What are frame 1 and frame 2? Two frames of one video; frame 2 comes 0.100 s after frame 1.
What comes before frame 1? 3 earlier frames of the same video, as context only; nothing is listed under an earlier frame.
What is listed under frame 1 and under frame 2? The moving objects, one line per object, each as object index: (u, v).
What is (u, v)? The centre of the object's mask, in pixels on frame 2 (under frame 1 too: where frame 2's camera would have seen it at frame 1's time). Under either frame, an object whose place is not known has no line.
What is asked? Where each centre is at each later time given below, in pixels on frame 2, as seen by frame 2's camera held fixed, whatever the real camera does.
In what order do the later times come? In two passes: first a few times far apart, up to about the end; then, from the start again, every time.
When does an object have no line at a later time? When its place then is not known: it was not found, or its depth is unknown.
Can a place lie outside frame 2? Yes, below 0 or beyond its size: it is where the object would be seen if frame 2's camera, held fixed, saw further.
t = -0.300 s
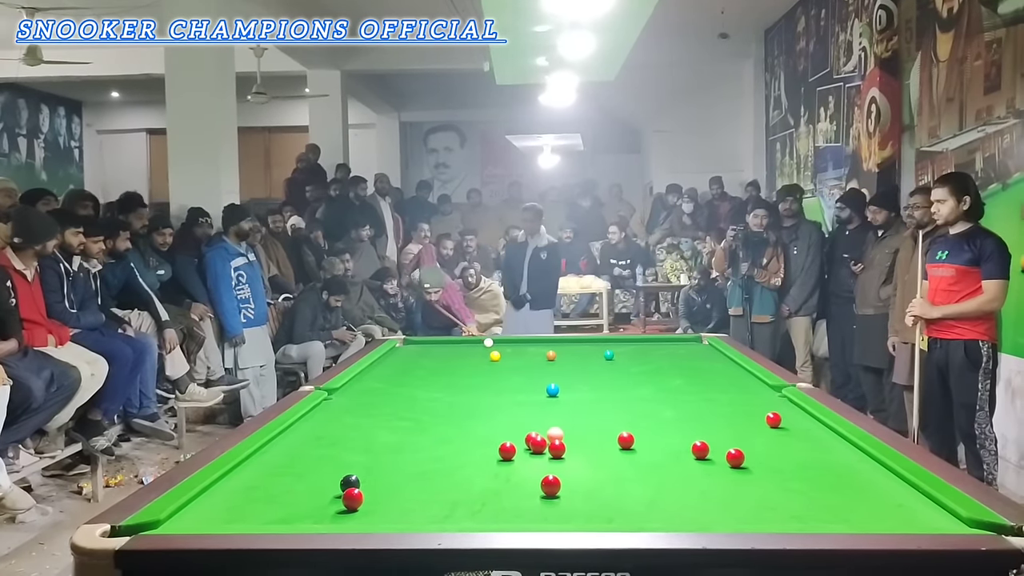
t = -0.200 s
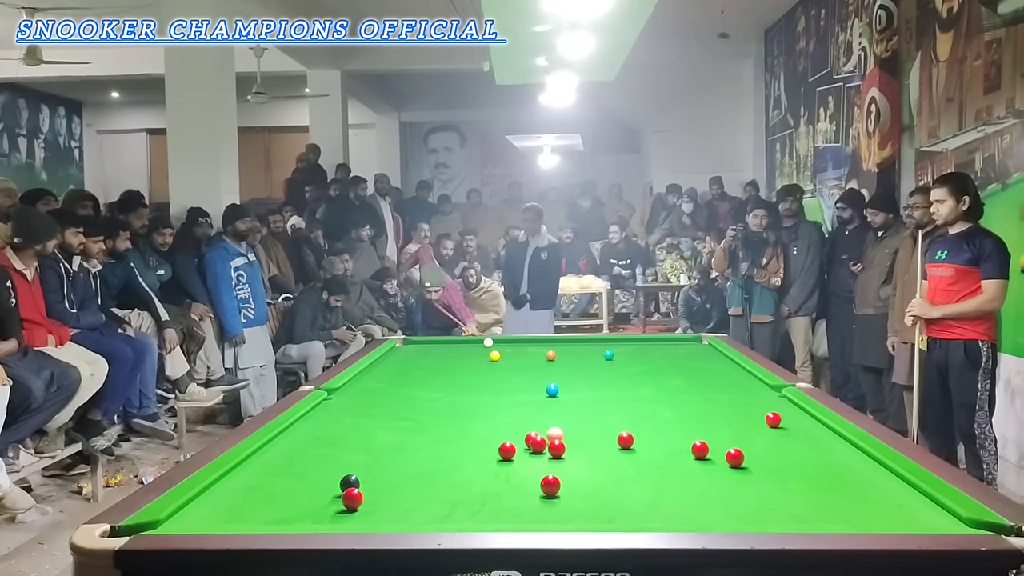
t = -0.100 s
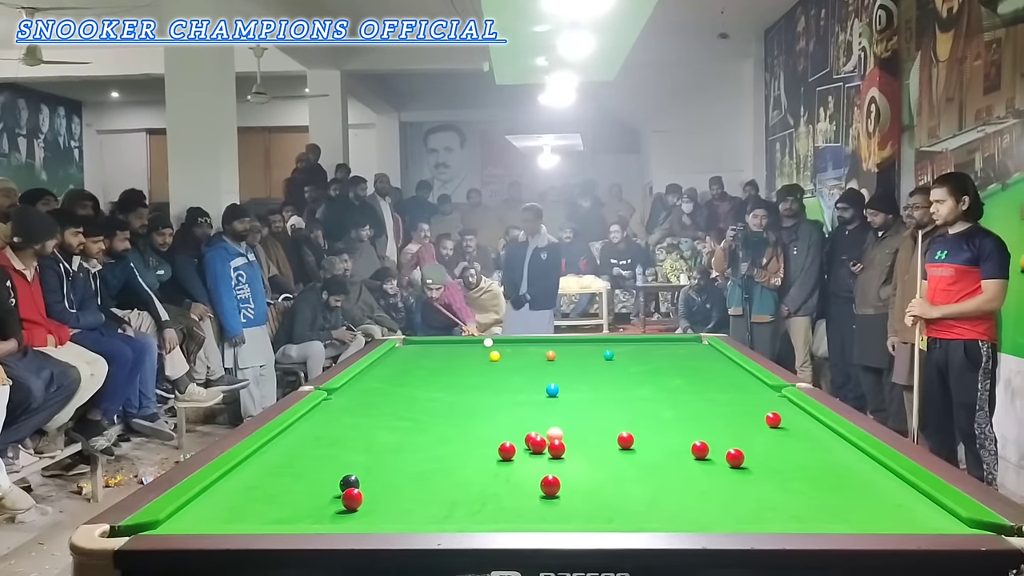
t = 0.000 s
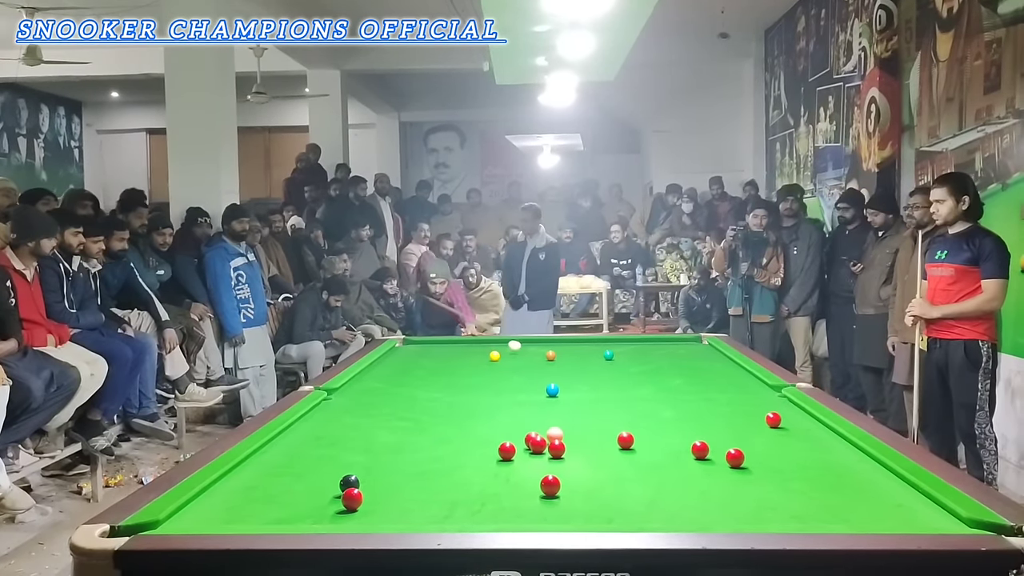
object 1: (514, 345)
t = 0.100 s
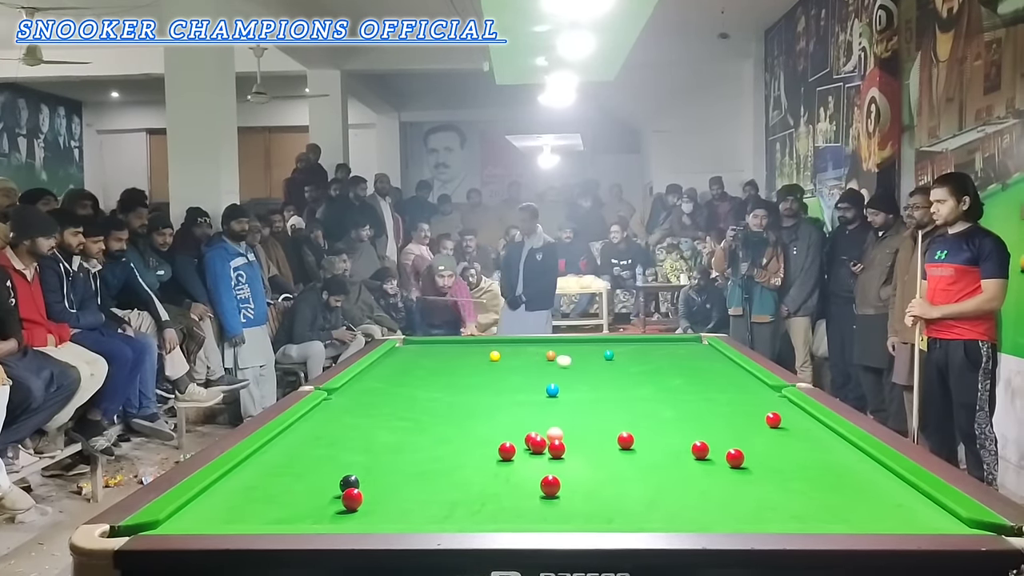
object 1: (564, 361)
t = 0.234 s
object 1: (646, 384)
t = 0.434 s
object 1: (785, 415)
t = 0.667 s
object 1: (763, 408)
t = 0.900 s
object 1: (714, 398)
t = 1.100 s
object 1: (677, 391)
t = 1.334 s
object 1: (638, 384)
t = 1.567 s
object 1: (605, 377)
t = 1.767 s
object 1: (579, 373)
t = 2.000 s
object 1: (552, 367)
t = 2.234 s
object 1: (528, 363)
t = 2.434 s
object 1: (510, 359)
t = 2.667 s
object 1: (491, 357)
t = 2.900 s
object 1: (475, 356)
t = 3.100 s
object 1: (462, 356)
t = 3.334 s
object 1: (449, 355)
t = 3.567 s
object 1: (438, 355)
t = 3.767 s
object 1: (429, 355)
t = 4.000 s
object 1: (419, 354)
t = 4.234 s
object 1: (411, 354)
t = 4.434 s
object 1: (405, 354)
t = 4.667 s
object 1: (399, 354)
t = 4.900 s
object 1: (395, 354)
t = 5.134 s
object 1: (391, 354)
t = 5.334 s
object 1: (388, 354)
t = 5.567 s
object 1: (389, 353)
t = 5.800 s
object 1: (388, 353)
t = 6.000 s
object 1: (388, 353)
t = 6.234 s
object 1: (388, 353)
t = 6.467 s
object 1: (388, 353)
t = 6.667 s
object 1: (388, 353)
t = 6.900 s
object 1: (388, 353)
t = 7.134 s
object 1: (388, 353)
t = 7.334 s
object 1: (388, 353)
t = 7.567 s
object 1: (388, 354)
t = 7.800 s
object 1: (388, 353)
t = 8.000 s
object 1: (388, 354)
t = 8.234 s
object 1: (388, 353)
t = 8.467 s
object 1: (388, 353)
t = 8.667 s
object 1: (388, 353)
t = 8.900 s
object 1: (388, 353)
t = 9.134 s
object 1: (388, 353)
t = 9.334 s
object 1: (388, 353)
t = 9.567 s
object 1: (388, 353)
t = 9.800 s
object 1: (388, 353)
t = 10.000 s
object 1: (388, 353)
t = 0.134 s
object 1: (582, 365)
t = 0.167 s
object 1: (602, 372)
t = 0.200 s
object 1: (623, 377)
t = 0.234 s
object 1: (646, 384)
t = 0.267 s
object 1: (670, 390)
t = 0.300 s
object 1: (696, 397)
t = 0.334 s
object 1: (723, 403)
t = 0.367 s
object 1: (754, 412)
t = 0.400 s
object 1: (773, 415)
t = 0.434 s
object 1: (785, 415)
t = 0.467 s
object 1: (797, 415)
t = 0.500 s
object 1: (806, 415)
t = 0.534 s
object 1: (797, 413)
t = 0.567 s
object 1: (787, 412)
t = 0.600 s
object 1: (779, 410)
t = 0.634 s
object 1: (771, 409)
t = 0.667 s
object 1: (763, 408)
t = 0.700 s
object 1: (756, 406)
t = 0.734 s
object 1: (748, 405)
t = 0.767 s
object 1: (741, 403)
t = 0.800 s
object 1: (734, 402)
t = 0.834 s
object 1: (727, 401)
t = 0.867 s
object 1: (720, 400)
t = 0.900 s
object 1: (714, 398)
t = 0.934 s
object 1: (707, 397)
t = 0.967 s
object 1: (701, 396)
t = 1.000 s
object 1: (695, 395)
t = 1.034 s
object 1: (689, 393)
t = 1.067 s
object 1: (683, 392)
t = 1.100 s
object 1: (677, 391)
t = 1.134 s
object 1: (671, 390)
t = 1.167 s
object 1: (665, 389)
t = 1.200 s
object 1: (660, 388)
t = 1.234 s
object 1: (654, 387)
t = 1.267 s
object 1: (649, 386)
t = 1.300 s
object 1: (644, 385)
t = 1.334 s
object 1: (638, 384)
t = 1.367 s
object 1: (633, 383)
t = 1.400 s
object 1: (628, 382)
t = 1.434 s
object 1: (624, 381)
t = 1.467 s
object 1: (619, 380)
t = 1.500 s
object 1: (614, 379)
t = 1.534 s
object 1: (609, 378)
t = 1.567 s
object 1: (605, 377)
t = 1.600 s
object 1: (600, 376)
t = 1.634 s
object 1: (596, 375)
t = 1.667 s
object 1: (592, 375)
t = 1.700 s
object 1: (587, 374)
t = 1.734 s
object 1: (583, 373)
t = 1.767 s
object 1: (579, 373)
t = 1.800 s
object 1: (575, 372)
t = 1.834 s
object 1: (571, 371)
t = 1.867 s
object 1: (567, 370)
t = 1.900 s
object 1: (563, 370)
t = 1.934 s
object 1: (560, 369)
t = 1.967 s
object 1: (556, 368)
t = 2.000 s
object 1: (552, 367)
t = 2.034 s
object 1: (549, 367)
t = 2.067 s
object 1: (545, 366)
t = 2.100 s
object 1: (542, 365)
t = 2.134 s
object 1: (538, 365)
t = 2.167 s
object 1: (534, 364)
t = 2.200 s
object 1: (531, 364)
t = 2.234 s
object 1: (528, 363)
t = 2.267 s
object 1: (525, 362)
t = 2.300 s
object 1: (522, 362)
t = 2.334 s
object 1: (519, 361)
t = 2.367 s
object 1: (516, 361)
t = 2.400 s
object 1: (512, 360)
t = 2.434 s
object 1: (510, 359)
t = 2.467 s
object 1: (507, 359)
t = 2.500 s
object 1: (504, 359)
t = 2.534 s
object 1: (501, 358)
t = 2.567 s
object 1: (498, 357)
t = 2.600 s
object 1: (495, 356)
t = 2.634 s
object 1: (494, 356)
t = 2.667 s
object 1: (491, 357)
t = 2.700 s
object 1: (489, 357)
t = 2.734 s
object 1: (486, 357)
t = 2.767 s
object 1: (484, 357)
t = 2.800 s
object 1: (482, 356)
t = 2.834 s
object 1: (479, 356)
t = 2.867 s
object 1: (477, 356)
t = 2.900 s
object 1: (475, 356)
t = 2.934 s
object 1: (473, 356)
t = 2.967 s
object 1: (471, 356)
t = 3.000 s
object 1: (468, 356)
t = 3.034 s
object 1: (466, 356)
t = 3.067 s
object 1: (464, 356)
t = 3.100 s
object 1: (462, 356)
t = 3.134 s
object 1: (460, 356)
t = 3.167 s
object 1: (459, 355)
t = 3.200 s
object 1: (457, 356)
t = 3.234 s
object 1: (455, 356)
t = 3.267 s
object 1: (453, 355)
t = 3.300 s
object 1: (451, 355)
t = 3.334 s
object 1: (449, 355)
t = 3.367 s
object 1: (447, 355)
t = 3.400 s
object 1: (446, 355)
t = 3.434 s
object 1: (444, 355)
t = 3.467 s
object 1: (442, 355)
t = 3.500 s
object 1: (441, 355)
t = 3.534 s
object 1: (439, 355)
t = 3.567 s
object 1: (438, 355)
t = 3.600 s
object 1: (436, 355)
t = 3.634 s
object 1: (434, 355)
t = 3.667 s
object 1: (433, 355)
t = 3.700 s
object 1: (431, 355)
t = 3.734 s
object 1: (430, 355)
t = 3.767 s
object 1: (429, 355)
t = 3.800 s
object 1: (427, 355)
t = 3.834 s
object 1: (426, 355)
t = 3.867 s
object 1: (424, 355)
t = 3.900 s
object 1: (423, 354)
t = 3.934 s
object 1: (422, 354)
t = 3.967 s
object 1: (420, 354)
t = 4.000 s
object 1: (419, 354)
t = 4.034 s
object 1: (418, 354)
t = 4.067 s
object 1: (417, 354)
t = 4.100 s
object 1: (416, 354)
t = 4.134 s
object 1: (415, 354)
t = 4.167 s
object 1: (413, 354)
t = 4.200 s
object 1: (412, 354)
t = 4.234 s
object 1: (411, 354)
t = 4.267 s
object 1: (410, 354)
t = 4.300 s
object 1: (409, 354)
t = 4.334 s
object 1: (408, 354)
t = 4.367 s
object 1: (407, 354)
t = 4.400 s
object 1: (406, 354)
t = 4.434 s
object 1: (405, 354)
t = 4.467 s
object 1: (404, 354)
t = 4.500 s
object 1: (403, 354)
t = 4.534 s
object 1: (403, 354)
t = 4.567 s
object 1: (402, 354)
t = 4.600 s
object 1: (401, 354)
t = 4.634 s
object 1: (400, 354)
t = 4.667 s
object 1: (399, 354)
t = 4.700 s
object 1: (399, 354)
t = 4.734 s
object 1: (398, 354)
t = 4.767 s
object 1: (397, 354)
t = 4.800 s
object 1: (397, 354)
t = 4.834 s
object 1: (396, 354)
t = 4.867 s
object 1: (395, 354)
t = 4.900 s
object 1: (395, 354)
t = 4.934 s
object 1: (394, 354)
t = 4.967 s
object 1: (393, 354)
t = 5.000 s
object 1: (393, 354)
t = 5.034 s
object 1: (393, 354)
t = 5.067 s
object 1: (392, 354)
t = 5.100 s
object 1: (392, 354)
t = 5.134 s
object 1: (391, 354)
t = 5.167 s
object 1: (390, 353)
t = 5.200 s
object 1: (390, 353)
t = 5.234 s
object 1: (390, 353)
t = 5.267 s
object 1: (389, 354)
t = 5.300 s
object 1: (389, 353)
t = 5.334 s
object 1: (388, 354)
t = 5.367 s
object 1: (388, 353)
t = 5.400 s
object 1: (388, 353)
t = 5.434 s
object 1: (388, 353)
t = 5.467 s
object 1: (388, 353)
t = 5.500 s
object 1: (388, 353)
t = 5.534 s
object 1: (388, 353)
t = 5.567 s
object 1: (389, 353)
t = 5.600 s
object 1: (389, 353)
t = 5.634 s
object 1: (389, 353)
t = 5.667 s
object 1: (389, 353)
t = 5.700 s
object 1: (389, 353)
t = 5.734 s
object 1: (389, 353)
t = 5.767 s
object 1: (389, 353)
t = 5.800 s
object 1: (388, 353)
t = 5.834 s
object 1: (388, 353)
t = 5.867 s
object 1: (388, 353)
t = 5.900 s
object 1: (388, 353)
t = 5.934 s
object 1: (388, 353)
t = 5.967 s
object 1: (388, 353)
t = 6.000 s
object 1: (388, 353)
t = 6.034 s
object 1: (388, 353)
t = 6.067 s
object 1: (388, 353)
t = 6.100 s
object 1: (388, 353)
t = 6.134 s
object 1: (388, 353)
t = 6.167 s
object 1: (388, 353)
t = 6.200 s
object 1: (388, 353)
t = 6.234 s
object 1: (388, 353)
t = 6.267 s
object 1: (388, 353)
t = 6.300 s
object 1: (388, 353)
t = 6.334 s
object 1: (388, 353)
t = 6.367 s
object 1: (388, 353)
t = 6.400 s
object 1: (388, 353)
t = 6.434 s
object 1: (388, 353)
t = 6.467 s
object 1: (388, 353)
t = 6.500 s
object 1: (388, 353)
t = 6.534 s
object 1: (388, 353)
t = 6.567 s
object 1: (388, 353)
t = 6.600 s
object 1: (388, 353)
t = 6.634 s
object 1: (388, 353)
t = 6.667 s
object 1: (388, 353)
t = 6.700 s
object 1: (388, 353)
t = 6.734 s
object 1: (388, 353)
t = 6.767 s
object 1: (388, 353)
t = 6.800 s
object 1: (388, 353)
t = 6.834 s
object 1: (388, 353)
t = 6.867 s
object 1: (388, 353)
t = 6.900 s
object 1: (388, 353)
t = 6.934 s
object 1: (388, 353)
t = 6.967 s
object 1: (388, 353)
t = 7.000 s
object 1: (388, 353)
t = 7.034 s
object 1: (388, 353)
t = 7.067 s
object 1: (388, 353)
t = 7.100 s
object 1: (388, 353)
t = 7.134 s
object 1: (388, 353)
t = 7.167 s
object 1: (388, 353)
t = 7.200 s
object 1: (388, 353)
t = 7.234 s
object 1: (388, 353)
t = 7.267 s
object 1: (388, 353)
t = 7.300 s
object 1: (388, 354)
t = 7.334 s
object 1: (388, 353)
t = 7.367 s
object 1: (388, 354)
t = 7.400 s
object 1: (388, 354)
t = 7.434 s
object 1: (388, 354)
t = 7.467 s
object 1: (388, 353)
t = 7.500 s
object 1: (388, 354)
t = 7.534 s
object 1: (388, 354)
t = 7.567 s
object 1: (388, 354)
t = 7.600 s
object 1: (388, 353)
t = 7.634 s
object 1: (388, 353)
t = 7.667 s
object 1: (388, 354)
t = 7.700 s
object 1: (388, 353)
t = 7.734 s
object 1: (388, 354)
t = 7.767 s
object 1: (388, 353)
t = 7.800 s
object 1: (388, 353)
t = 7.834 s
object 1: (388, 353)
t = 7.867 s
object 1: (388, 353)
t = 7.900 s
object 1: (388, 353)
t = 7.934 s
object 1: (388, 353)
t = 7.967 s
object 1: (388, 353)
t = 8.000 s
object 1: (388, 354)
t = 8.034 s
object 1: (388, 354)
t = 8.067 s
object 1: (388, 353)
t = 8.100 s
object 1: (388, 353)
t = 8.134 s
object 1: (388, 353)
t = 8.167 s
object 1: (388, 353)
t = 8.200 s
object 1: (388, 353)
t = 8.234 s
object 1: (388, 353)
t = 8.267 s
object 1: (388, 353)
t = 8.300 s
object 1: (388, 353)
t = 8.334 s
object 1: (388, 353)
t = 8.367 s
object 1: (388, 353)
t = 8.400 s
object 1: (388, 353)
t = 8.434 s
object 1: (388, 353)
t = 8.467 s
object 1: (388, 353)
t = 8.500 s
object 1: (388, 353)
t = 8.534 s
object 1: (388, 353)
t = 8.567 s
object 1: (388, 353)
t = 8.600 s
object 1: (388, 353)
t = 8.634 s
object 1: (388, 353)
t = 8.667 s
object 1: (388, 353)
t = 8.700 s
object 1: (388, 353)
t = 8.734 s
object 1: (388, 353)
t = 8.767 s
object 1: (388, 353)
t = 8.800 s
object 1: (388, 353)
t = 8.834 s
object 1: (388, 353)
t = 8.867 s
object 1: (388, 353)
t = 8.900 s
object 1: (388, 353)
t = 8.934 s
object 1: (388, 353)
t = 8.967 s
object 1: (388, 353)
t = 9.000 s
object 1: (388, 353)
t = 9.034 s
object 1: (388, 353)
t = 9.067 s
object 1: (388, 353)
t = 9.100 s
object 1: (388, 353)
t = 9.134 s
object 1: (388, 353)
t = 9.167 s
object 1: (388, 353)
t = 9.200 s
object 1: (388, 353)
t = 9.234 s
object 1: (388, 353)
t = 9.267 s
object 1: (388, 353)
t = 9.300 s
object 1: (388, 353)
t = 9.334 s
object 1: (388, 353)
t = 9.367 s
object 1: (388, 353)
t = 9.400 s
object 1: (388, 353)
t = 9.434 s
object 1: (388, 353)
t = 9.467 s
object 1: (388, 353)
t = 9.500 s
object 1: (388, 353)
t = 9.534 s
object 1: (388, 353)
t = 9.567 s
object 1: (388, 353)
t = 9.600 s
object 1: (388, 353)
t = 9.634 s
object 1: (388, 353)
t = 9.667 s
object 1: (388, 353)
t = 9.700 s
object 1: (388, 353)
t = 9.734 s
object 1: (388, 353)
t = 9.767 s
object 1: (388, 353)
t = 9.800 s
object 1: (388, 353)
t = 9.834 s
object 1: (388, 354)
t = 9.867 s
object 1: (388, 354)
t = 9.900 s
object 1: (388, 353)
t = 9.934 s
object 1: (388, 353)
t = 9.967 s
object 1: (388, 353)
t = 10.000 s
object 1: (388, 353)
